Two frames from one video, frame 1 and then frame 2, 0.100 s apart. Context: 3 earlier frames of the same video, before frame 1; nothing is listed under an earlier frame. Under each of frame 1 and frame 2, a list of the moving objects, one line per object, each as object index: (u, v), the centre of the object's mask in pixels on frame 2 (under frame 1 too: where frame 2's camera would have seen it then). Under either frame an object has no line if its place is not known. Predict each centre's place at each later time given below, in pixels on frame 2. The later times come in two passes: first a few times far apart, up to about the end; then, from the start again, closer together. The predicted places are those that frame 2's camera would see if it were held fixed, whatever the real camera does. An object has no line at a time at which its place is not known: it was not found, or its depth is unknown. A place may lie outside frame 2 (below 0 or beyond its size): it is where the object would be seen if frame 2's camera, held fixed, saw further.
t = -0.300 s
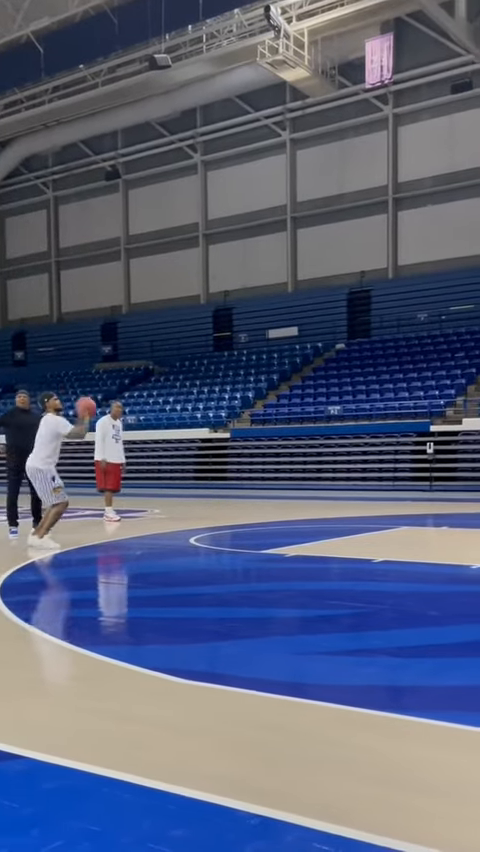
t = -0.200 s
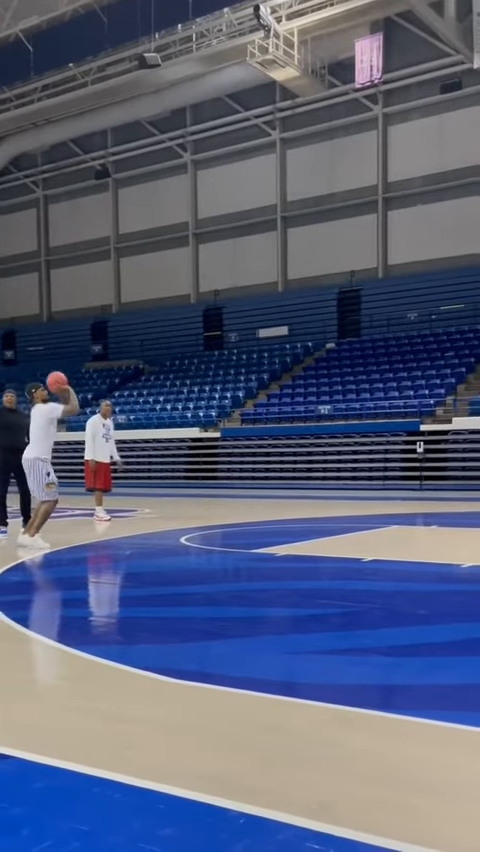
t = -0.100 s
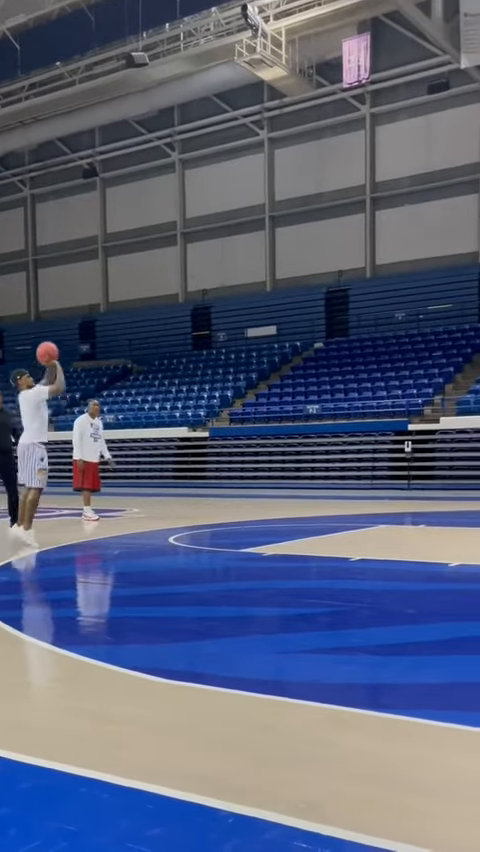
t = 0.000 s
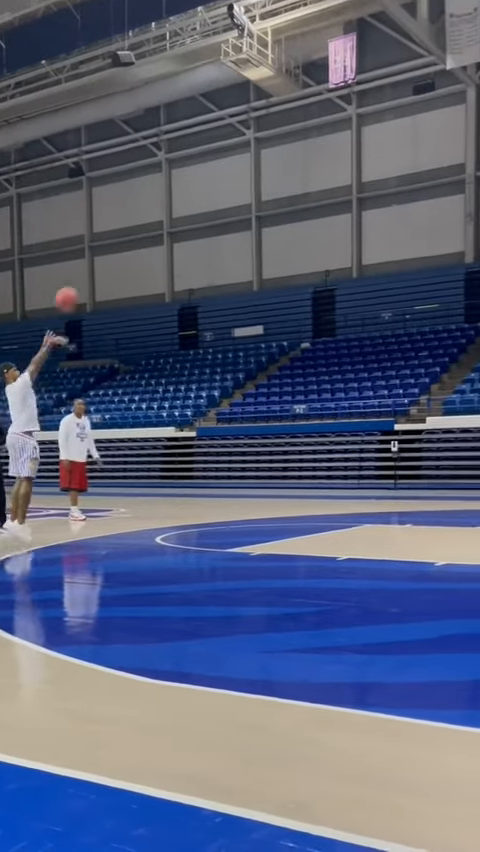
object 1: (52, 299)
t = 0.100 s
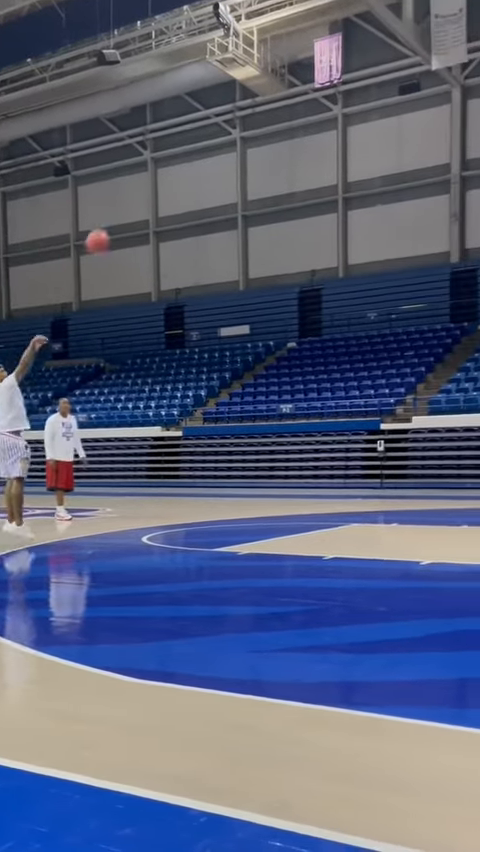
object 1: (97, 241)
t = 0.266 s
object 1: (176, 164)
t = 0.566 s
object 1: (327, 89)
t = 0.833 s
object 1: (471, 89)
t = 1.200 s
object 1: (685, 210)
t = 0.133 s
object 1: (112, 224)
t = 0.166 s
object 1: (128, 208)
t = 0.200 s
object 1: (144, 192)
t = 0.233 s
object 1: (160, 178)
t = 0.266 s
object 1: (176, 164)
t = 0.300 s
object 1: (191, 152)
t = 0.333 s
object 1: (208, 141)
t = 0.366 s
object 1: (224, 131)
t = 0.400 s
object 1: (241, 120)
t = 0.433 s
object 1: (257, 113)
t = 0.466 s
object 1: (275, 104)
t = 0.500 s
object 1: (292, 97)
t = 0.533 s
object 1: (309, 92)
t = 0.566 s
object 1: (327, 89)
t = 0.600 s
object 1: (344, 84)
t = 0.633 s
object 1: (361, 81)
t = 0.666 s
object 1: (379, 80)
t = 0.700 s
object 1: (398, 81)
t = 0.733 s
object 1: (416, 81)
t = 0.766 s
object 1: (434, 83)
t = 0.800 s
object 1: (452, 86)
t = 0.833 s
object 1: (471, 89)
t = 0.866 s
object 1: (490, 94)
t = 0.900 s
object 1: (509, 101)
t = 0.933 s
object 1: (528, 109)
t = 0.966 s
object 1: (548, 117)
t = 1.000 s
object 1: (567, 127)
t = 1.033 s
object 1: (587, 139)
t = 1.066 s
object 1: (608, 153)
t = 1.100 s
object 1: (628, 166)
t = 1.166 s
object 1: (669, 198)
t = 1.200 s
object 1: (685, 210)
